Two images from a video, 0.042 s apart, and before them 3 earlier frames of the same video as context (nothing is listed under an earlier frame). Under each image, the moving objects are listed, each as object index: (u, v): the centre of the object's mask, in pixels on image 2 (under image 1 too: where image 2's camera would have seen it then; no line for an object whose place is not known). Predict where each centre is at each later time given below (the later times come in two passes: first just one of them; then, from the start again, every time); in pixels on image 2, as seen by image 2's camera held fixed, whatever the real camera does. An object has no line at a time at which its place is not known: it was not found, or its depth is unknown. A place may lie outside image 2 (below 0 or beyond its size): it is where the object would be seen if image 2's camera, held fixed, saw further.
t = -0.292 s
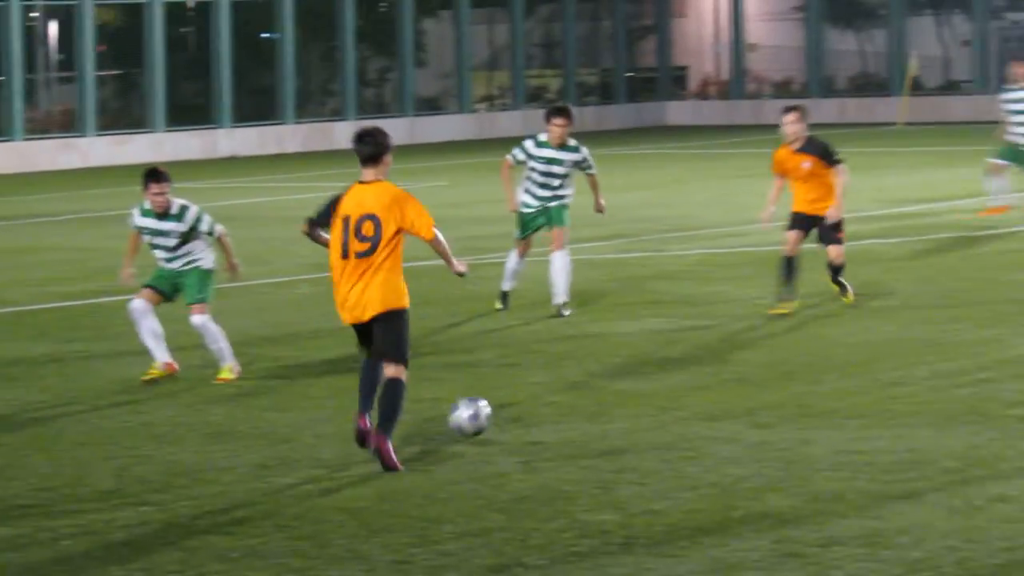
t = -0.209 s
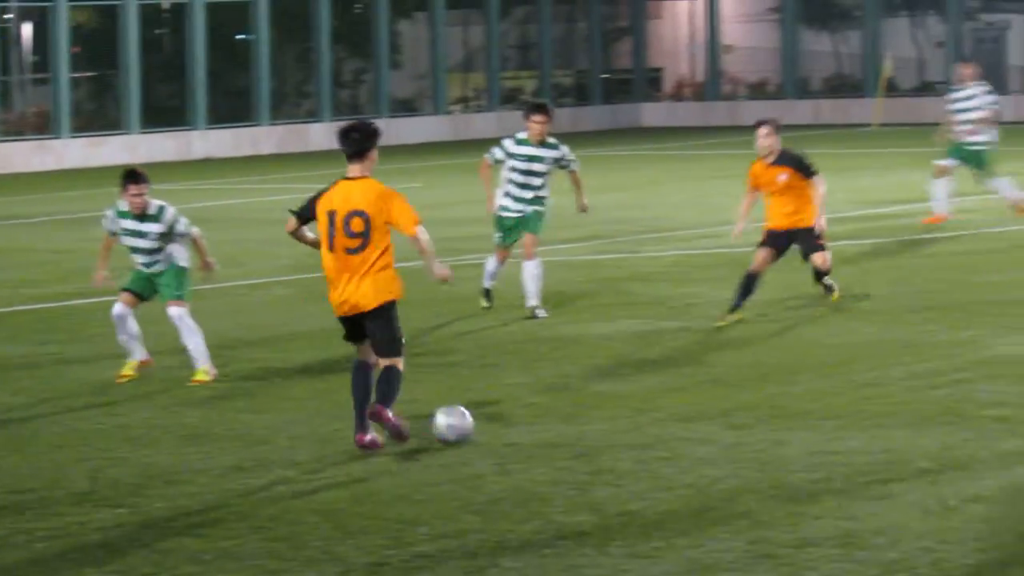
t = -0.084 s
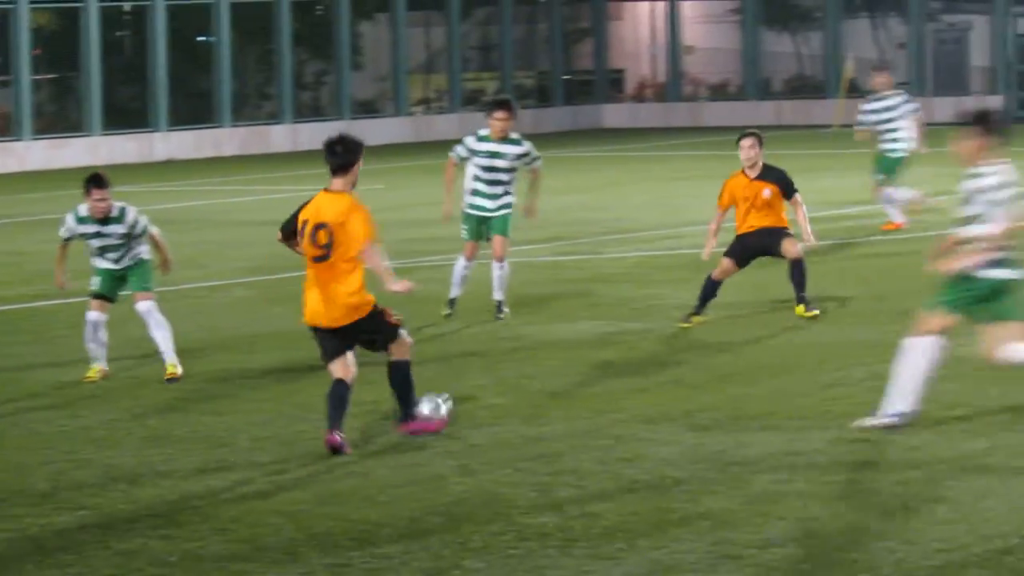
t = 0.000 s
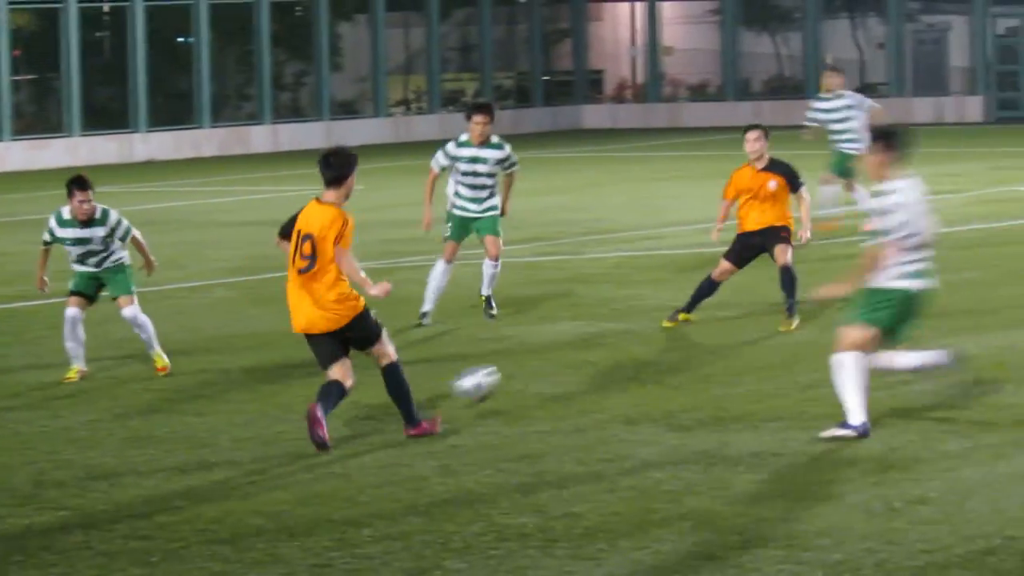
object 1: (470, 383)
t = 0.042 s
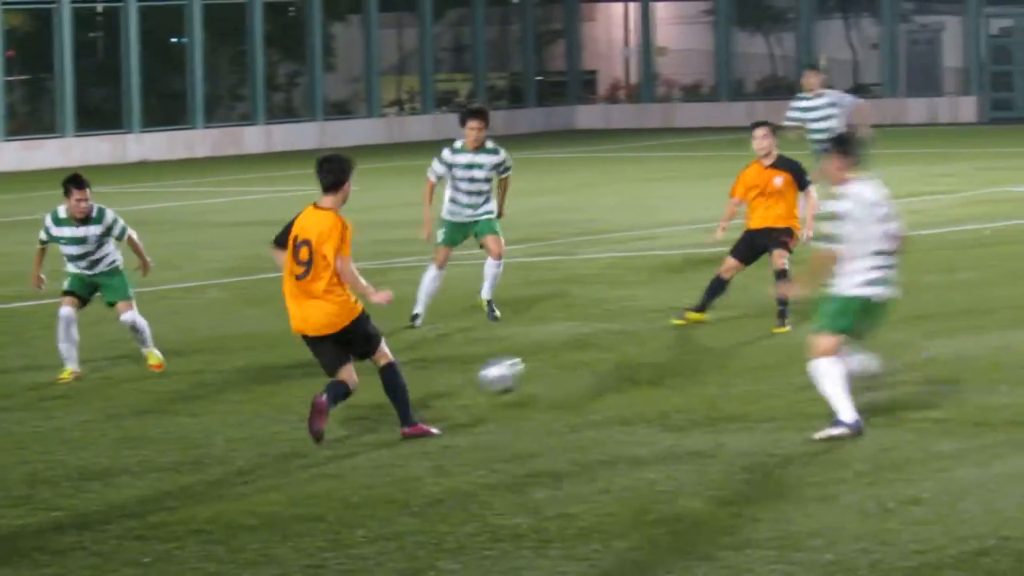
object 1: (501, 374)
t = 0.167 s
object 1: (588, 361)
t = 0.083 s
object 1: (531, 367)
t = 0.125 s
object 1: (560, 362)
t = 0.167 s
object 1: (588, 361)
